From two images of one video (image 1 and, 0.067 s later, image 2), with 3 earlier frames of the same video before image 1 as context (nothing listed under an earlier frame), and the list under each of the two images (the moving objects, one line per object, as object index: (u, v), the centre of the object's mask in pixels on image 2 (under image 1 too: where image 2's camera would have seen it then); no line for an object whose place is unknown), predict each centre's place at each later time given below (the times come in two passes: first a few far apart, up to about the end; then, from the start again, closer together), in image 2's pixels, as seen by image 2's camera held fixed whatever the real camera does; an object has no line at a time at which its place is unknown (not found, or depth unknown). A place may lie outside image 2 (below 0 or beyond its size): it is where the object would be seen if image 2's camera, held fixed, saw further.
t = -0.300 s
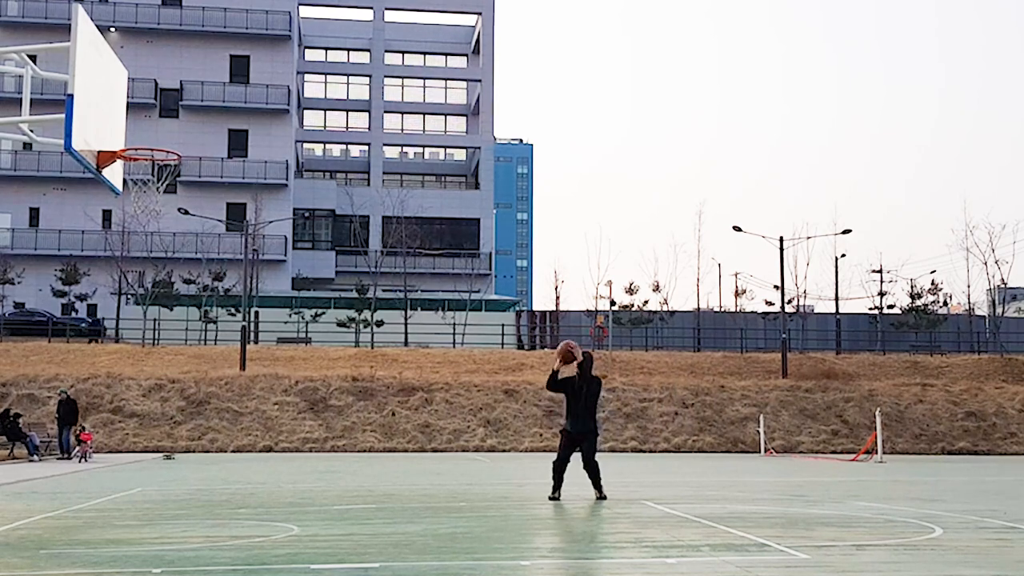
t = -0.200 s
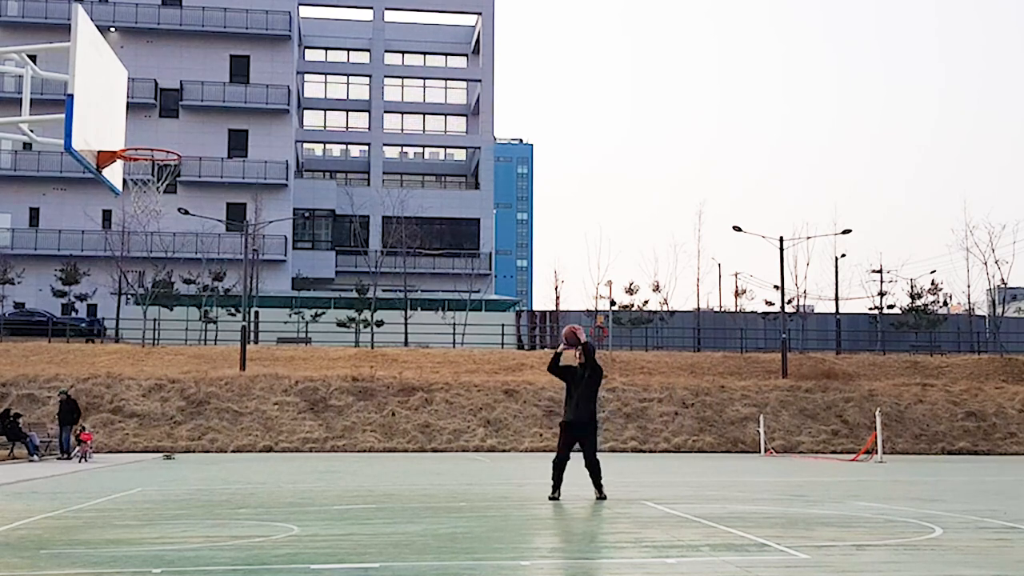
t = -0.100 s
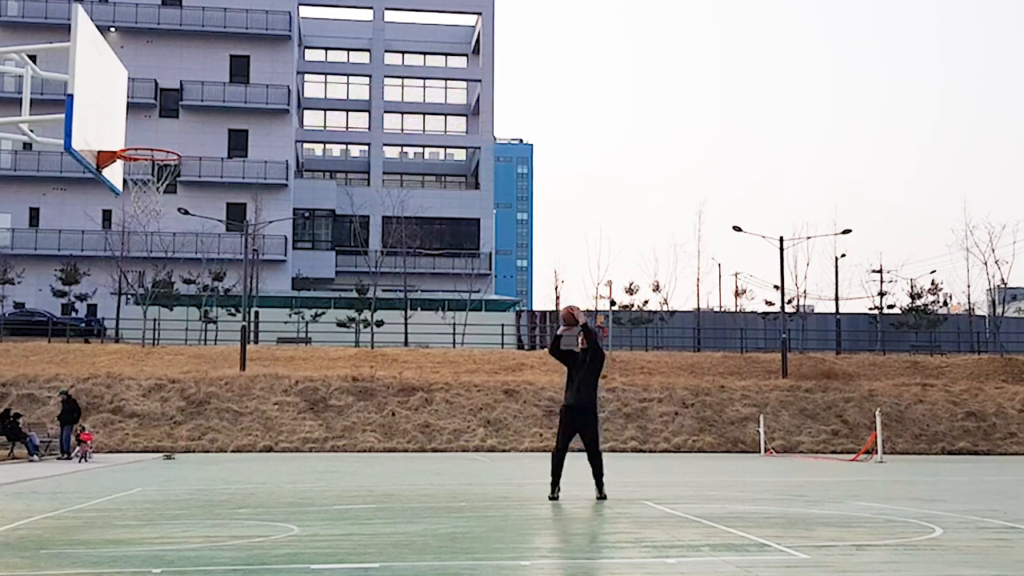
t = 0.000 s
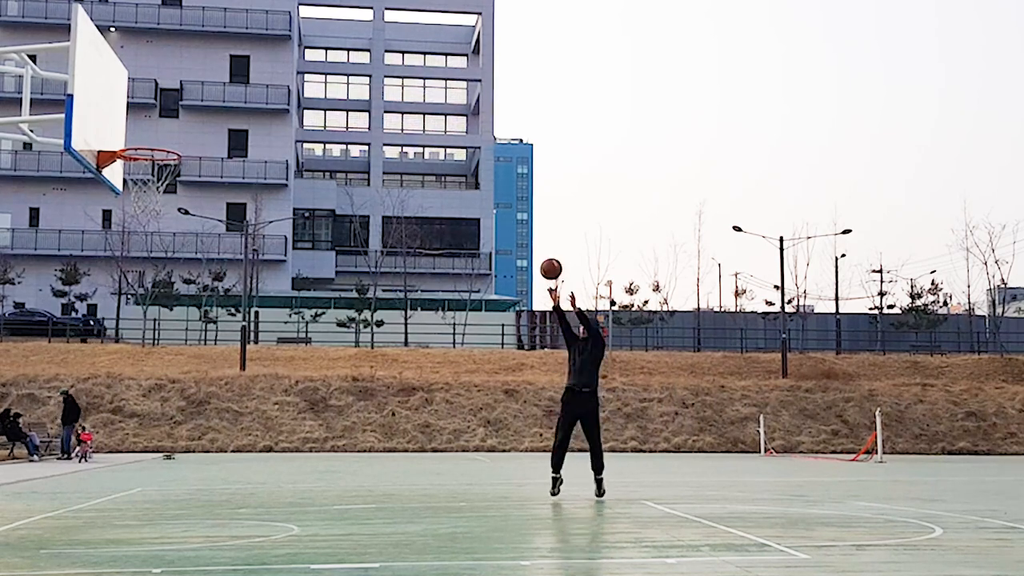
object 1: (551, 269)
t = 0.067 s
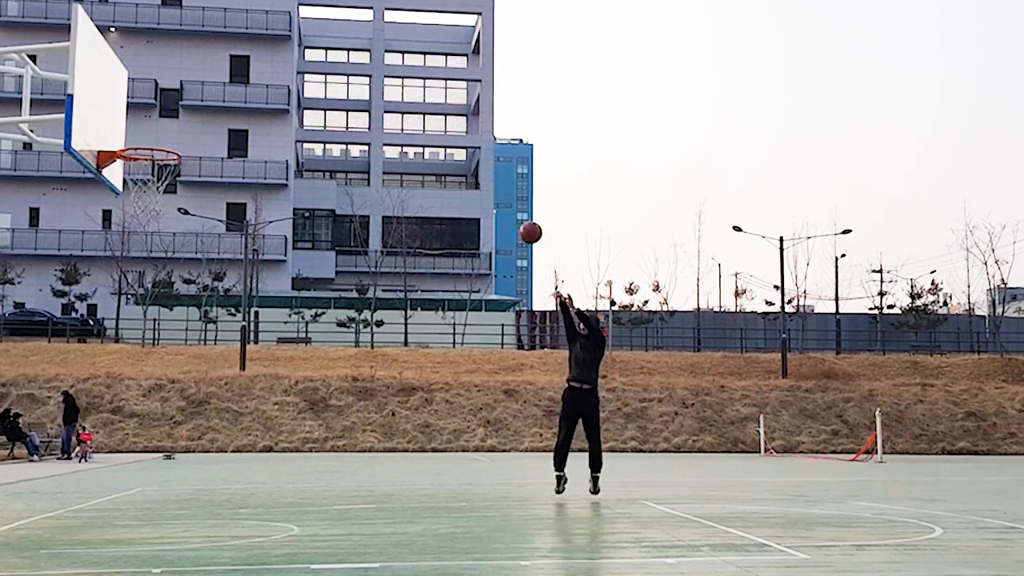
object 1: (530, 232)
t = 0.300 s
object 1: (457, 131)
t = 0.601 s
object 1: (351, 67)
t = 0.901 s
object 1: (226, 94)
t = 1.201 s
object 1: (144, 169)
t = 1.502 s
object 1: (171, 187)
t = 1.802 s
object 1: (135, 258)
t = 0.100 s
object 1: (520, 215)
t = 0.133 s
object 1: (510, 199)
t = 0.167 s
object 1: (500, 184)
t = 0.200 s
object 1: (490, 169)
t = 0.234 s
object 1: (479, 156)
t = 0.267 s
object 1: (468, 143)
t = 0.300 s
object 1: (457, 131)
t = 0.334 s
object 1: (446, 120)
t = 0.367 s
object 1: (435, 110)
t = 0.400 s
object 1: (423, 101)
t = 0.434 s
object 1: (412, 92)
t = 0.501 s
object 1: (388, 79)
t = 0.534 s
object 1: (376, 74)
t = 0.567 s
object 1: (364, 70)
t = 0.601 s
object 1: (351, 67)
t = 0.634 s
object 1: (339, 65)
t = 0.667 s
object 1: (325, 64)
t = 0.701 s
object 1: (311, 65)
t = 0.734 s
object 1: (298, 66)
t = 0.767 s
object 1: (284, 70)
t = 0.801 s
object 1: (270, 73)
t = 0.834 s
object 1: (255, 79)
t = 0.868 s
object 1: (241, 86)
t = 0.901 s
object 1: (226, 94)
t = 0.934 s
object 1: (211, 104)
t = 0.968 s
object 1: (195, 116)
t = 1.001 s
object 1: (179, 129)
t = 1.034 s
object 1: (162, 142)
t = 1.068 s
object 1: (147, 149)
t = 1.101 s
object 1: (138, 155)
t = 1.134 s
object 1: (134, 161)
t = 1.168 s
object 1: (138, 165)
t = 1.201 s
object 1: (144, 169)
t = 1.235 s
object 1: (153, 176)
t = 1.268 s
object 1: (161, 181)
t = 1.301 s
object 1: (166, 184)
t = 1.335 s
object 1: (170, 186)
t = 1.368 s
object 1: (172, 185)
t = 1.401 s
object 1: (174, 185)
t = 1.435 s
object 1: (174, 185)
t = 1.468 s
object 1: (172, 186)
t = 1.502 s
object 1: (171, 187)
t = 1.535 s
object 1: (168, 190)
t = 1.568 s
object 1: (165, 193)
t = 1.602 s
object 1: (161, 201)
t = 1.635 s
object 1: (156, 205)
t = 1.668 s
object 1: (153, 213)
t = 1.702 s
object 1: (149, 222)
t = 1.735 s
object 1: (144, 233)
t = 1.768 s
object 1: (139, 245)
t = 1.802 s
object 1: (135, 258)
